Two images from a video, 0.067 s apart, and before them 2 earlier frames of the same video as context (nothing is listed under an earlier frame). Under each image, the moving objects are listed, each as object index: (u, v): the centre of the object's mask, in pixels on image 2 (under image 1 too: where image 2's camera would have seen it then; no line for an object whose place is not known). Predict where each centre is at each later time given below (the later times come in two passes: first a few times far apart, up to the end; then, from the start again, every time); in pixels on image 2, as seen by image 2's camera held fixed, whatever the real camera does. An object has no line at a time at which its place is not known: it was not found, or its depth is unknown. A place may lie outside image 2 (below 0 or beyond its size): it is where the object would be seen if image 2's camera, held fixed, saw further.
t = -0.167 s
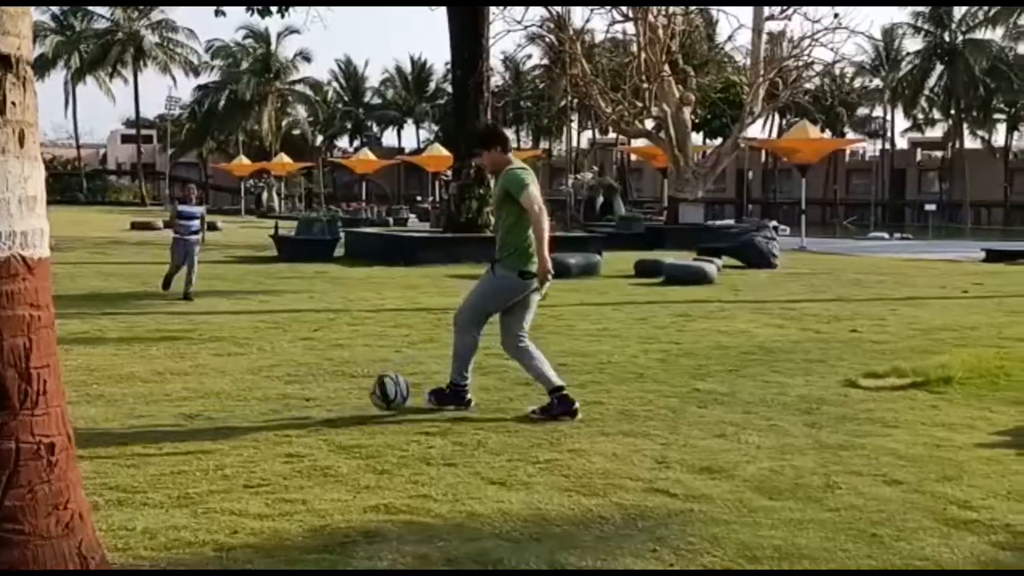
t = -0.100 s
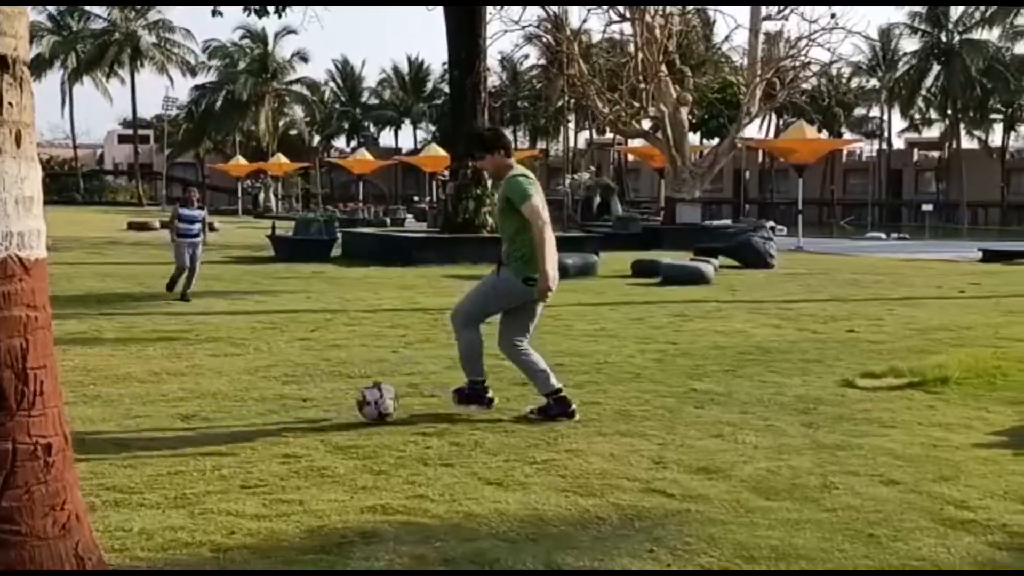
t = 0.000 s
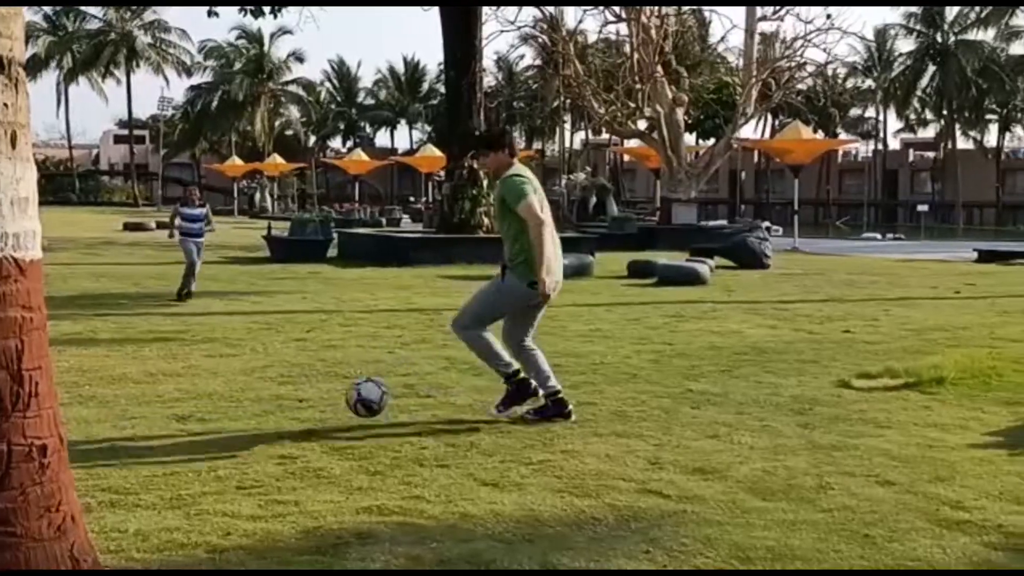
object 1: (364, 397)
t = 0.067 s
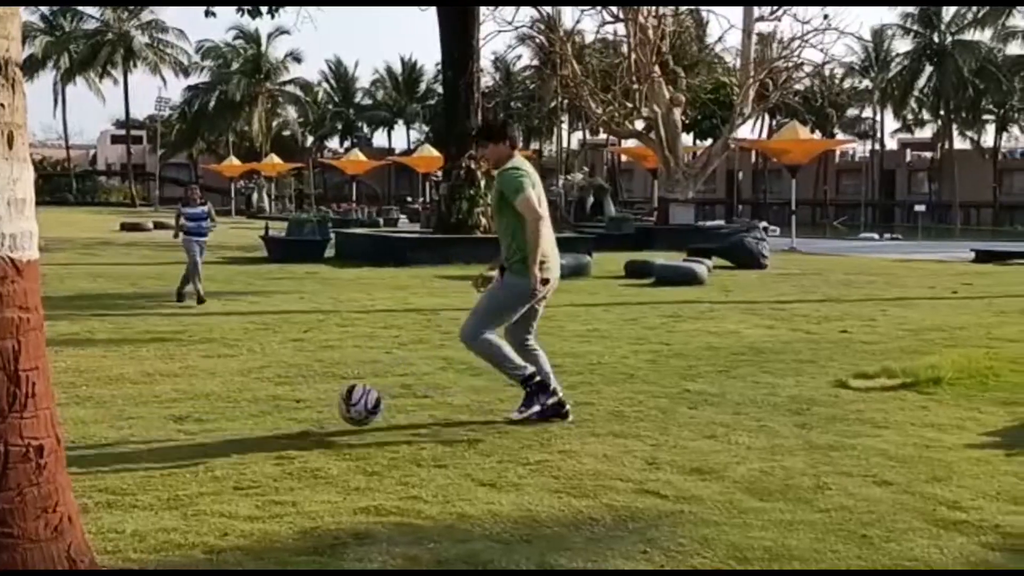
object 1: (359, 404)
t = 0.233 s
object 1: (348, 421)
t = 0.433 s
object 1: (332, 445)
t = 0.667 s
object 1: (317, 466)
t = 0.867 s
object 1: (302, 491)
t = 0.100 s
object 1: (358, 411)
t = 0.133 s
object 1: (355, 420)
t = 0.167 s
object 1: (352, 425)
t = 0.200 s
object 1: (350, 421)
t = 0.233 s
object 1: (348, 421)
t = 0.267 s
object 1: (345, 423)
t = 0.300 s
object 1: (342, 430)
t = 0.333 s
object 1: (339, 438)
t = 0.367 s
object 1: (336, 445)
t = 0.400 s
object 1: (334, 446)
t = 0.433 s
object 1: (332, 445)
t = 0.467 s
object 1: (330, 447)
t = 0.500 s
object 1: (328, 452)
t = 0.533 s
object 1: (327, 459)
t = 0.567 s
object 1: (324, 463)
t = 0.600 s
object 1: (322, 462)
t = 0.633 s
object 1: (319, 462)
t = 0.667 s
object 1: (317, 466)
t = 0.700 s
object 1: (315, 473)
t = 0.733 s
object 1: (312, 476)
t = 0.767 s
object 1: (310, 478)
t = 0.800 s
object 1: (306, 481)
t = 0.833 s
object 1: (304, 487)
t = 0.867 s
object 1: (302, 491)
